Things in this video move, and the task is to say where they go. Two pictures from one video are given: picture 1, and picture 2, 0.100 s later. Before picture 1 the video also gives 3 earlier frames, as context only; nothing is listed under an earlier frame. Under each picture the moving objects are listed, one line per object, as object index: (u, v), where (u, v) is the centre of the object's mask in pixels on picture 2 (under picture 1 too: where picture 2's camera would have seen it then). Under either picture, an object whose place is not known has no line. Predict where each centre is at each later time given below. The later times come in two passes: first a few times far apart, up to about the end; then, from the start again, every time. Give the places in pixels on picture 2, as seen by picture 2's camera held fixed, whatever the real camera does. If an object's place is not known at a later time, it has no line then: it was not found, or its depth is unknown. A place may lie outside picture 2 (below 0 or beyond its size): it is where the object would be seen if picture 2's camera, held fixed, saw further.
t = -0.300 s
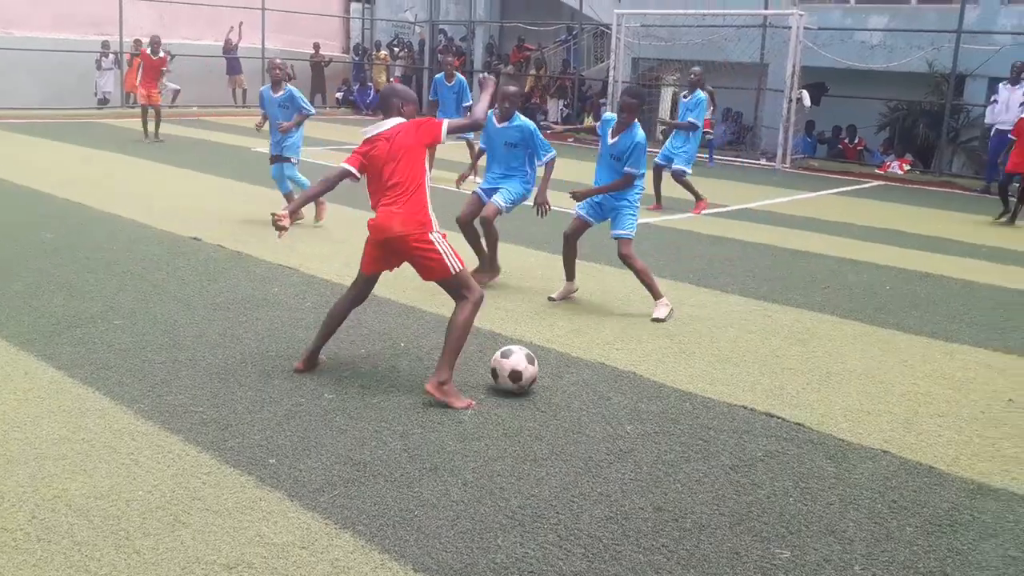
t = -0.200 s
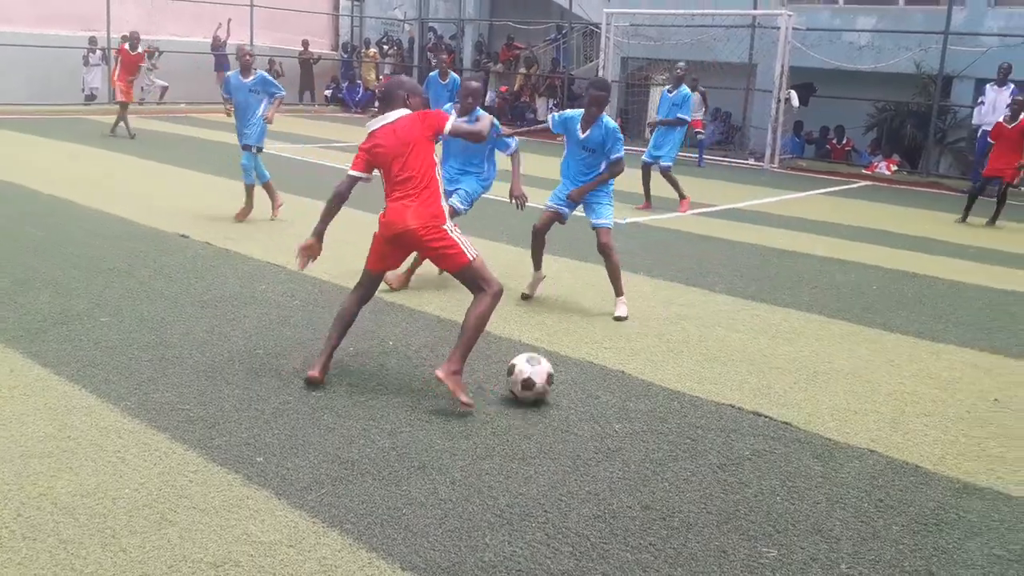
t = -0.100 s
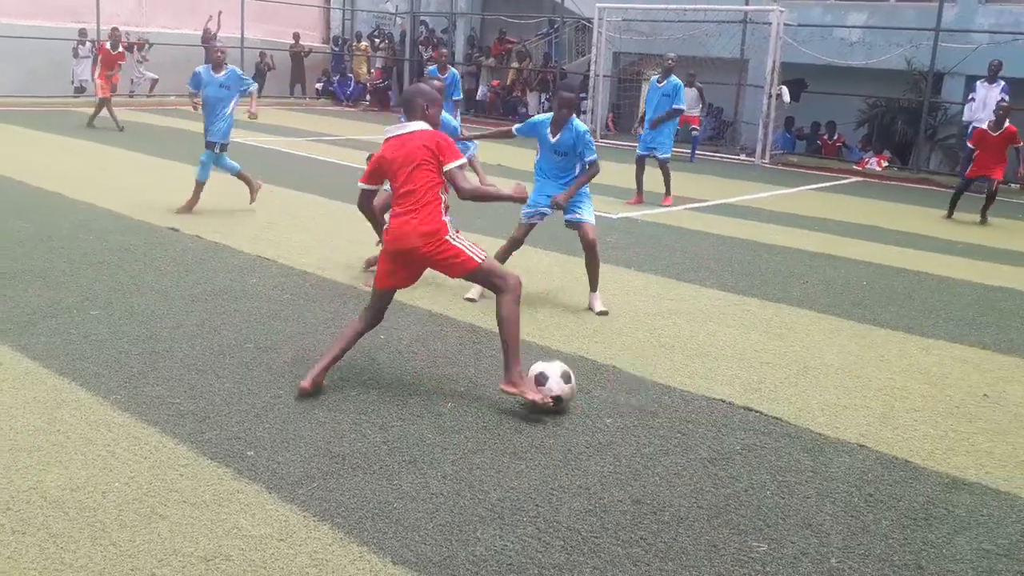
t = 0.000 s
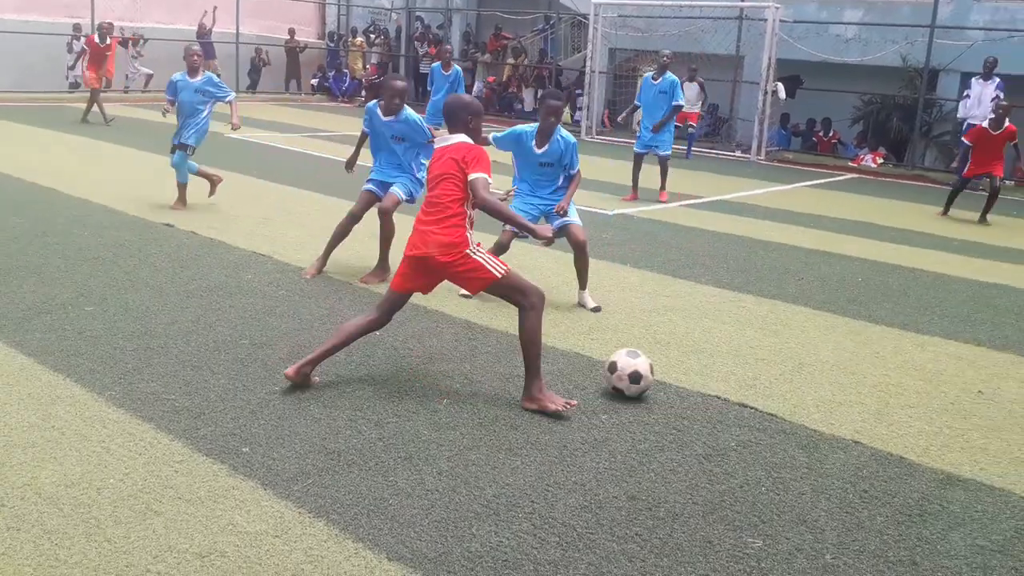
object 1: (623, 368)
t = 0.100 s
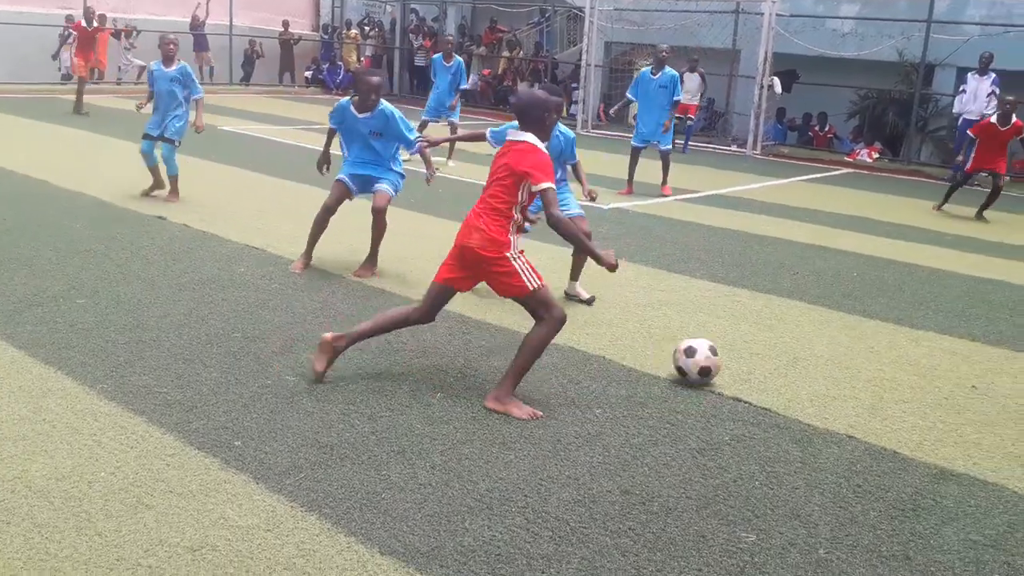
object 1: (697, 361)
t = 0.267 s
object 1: (797, 355)
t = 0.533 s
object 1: (930, 347)
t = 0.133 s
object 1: (719, 360)
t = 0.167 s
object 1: (740, 359)
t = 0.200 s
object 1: (760, 356)
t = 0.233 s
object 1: (779, 356)
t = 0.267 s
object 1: (797, 355)
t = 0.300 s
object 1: (815, 354)
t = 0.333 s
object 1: (832, 353)
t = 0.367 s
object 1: (850, 350)
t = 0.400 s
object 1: (866, 349)
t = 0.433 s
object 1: (882, 350)
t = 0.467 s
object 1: (899, 349)
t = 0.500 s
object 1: (915, 348)
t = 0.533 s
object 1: (930, 347)
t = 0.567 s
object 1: (945, 346)
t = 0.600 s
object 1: (959, 345)
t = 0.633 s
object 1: (974, 346)
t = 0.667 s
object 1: (988, 344)
